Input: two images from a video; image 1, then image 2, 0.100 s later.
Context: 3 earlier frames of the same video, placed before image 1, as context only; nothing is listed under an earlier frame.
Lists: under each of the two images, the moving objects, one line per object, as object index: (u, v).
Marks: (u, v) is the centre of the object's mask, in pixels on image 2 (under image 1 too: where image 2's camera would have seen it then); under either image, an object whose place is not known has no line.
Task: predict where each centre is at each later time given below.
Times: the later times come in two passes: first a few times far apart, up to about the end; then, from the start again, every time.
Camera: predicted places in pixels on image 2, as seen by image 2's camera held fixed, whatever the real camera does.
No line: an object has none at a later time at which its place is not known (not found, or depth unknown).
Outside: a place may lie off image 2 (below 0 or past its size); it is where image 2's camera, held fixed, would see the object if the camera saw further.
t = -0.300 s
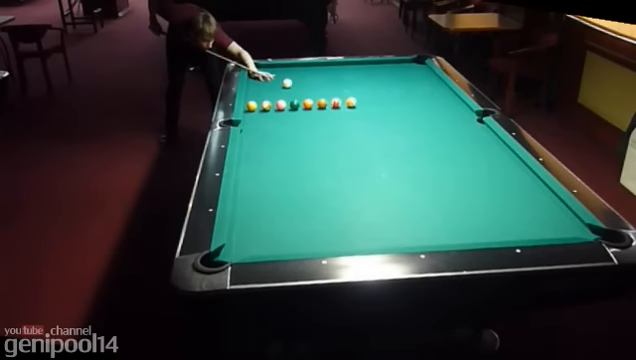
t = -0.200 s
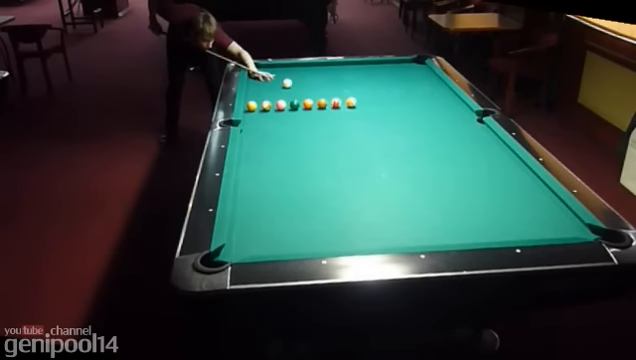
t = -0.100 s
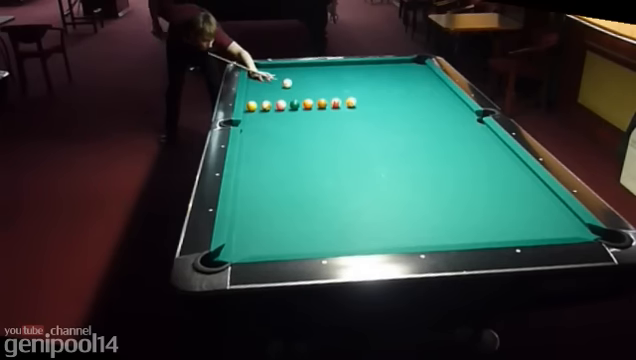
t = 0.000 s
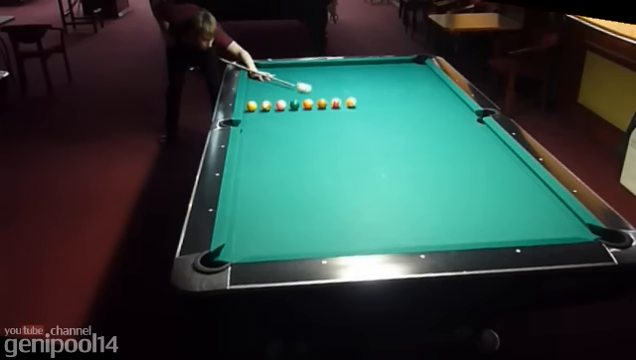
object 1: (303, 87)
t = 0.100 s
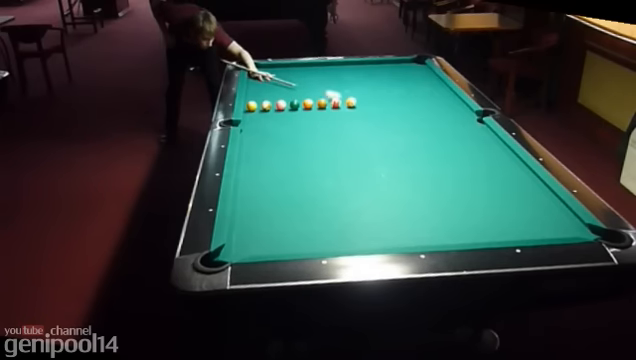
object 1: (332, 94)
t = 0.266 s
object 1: (358, 98)
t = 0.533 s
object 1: (380, 95)
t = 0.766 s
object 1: (398, 93)
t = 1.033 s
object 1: (418, 90)
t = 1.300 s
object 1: (436, 88)
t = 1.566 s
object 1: (438, 86)
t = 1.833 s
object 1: (427, 84)
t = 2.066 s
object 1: (418, 82)
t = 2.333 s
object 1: (409, 81)
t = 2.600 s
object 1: (401, 79)
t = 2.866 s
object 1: (394, 78)
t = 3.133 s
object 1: (388, 77)
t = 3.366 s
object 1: (384, 76)
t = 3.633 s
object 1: (379, 76)
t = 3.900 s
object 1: (375, 75)
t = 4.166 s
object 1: (372, 74)
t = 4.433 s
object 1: (370, 74)
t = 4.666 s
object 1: (369, 74)
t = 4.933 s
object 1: (368, 74)
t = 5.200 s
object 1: (368, 74)
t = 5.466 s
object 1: (368, 74)
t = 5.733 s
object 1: (368, 74)
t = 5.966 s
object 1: (368, 74)
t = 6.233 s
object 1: (368, 74)
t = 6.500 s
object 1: (368, 74)
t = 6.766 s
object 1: (368, 74)
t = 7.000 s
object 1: (368, 74)
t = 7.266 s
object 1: (368, 74)
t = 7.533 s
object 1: (368, 74)
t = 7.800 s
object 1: (368, 74)
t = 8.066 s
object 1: (368, 74)
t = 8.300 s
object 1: (368, 74)
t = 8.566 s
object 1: (368, 74)
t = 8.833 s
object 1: (368, 74)
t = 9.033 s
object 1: (368, 74)
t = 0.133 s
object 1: (342, 97)
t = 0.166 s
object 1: (347, 97)
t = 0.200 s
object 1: (351, 99)
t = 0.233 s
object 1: (355, 98)
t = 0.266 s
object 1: (358, 98)
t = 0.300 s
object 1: (361, 97)
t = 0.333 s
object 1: (363, 97)
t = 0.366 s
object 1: (366, 96)
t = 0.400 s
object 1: (369, 96)
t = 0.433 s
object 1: (372, 96)
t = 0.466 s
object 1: (374, 96)
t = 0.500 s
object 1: (377, 95)
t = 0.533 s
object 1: (380, 95)
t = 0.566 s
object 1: (383, 95)
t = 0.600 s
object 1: (385, 94)
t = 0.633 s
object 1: (388, 94)
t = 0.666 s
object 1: (390, 94)
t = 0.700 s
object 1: (393, 93)
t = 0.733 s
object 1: (396, 93)
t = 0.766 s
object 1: (398, 93)
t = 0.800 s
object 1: (401, 92)
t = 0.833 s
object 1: (404, 92)
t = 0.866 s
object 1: (406, 92)
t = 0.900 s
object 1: (408, 91)
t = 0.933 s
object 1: (411, 91)
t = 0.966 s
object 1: (413, 91)
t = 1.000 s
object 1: (416, 90)
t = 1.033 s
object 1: (418, 90)
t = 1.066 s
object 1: (420, 90)
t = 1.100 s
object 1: (423, 89)
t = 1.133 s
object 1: (425, 89)
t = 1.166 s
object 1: (427, 89)
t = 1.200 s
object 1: (429, 89)
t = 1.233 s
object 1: (432, 88)
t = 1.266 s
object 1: (434, 88)
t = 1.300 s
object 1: (436, 88)
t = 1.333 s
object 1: (438, 87)
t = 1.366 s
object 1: (441, 87)
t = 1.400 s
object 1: (442, 87)
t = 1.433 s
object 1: (444, 87)
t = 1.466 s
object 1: (443, 86)
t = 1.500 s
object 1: (441, 86)
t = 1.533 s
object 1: (440, 86)
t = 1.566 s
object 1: (438, 86)
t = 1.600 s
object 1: (437, 85)
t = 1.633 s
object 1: (436, 85)
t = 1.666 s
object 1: (434, 85)
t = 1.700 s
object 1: (433, 85)
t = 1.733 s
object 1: (431, 84)
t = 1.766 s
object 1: (430, 84)
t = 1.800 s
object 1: (428, 84)
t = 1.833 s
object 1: (427, 84)
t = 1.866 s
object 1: (426, 83)
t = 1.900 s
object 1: (425, 83)
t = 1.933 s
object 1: (423, 83)
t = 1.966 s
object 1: (422, 83)
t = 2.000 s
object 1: (421, 83)
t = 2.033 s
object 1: (420, 82)
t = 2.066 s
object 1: (418, 82)
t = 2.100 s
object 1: (417, 82)
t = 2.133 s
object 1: (416, 82)
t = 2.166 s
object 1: (415, 82)
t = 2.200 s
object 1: (414, 81)
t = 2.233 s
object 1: (412, 81)
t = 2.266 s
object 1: (411, 81)
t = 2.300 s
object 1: (410, 81)
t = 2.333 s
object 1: (409, 81)
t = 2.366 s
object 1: (408, 80)
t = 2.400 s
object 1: (407, 80)
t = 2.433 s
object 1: (406, 80)
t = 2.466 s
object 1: (405, 80)
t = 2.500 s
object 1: (404, 80)
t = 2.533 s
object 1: (403, 80)
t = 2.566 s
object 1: (402, 80)
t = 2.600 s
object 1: (401, 79)
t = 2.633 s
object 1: (400, 79)
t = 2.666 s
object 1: (399, 79)
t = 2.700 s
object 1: (398, 79)
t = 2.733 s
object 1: (398, 79)
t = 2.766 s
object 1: (397, 79)
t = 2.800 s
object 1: (396, 78)
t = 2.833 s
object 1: (395, 78)
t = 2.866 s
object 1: (394, 78)
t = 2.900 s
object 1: (393, 78)
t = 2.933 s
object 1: (392, 78)
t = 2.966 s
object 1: (392, 78)
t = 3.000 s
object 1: (391, 78)
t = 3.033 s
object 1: (390, 77)
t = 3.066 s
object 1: (389, 77)
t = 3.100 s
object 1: (389, 77)
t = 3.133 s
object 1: (388, 77)
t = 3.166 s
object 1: (388, 77)
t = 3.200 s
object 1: (387, 77)
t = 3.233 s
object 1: (386, 77)
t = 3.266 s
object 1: (385, 77)
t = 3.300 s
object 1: (385, 77)
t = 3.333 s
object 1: (384, 76)
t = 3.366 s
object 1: (384, 76)
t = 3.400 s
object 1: (383, 76)
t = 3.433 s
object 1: (382, 76)
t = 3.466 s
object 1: (382, 76)
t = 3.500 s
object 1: (381, 76)
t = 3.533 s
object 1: (381, 76)
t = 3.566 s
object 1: (380, 76)
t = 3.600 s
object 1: (380, 76)
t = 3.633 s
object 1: (379, 76)
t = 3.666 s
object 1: (378, 75)
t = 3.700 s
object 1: (378, 75)
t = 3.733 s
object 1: (377, 75)
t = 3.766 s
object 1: (377, 75)
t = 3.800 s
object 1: (376, 75)
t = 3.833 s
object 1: (376, 75)
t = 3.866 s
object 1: (376, 75)
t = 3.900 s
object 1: (375, 75)
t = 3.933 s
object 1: (375, 75)
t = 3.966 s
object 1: (374, 75)
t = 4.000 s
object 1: (374, 75)
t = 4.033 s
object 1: (374, 75)
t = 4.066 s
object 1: (373, 74)
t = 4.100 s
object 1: (373, 75)
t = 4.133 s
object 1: (373, 74)
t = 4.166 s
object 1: (372, 74)
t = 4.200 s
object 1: (372, 74)
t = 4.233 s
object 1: (371, 74)
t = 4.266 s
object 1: (371, 74)
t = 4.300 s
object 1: (371, 74)
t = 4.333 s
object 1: (371, 74)
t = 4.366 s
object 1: (370, 74)
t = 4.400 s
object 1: (370, 74)
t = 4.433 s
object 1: (370, 74)
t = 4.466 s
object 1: (370, 74)
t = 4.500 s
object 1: (369, 74)
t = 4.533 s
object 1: (369, 74)
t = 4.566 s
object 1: (369, 74)
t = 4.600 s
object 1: (369, 74)
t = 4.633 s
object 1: (369, 74)
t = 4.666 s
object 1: (369, 74)
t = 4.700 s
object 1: (368, 74)
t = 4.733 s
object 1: (368, 74)
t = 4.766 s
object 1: (368, 74)
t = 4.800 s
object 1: (368, 74)
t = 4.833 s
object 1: (368, 74)
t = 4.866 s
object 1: (368, 74)
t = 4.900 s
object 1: (368, 74)
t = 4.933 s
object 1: (368, 74)
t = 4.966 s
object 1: (368, 74)
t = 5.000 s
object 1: (368, 73)
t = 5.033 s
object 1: (368, 74)
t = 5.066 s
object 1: (368, 74)
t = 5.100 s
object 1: (368, 74)
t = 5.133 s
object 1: (368, 74)
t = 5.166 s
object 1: (368, 74)
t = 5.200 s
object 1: (368, 74)
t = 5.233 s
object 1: (368, 74)
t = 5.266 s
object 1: (368, 74)
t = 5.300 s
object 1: (368, 74)
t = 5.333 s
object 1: (368, 74)
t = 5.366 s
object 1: (368, 74)
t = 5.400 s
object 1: (368, 74)
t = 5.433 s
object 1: (368, 74)
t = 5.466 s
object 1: (368, 74)
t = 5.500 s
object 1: (368, 74)
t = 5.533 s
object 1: (368, 74)
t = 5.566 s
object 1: (368, 74)
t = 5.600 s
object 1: (368, 74)
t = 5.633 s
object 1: (368, 74)
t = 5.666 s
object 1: (368, 74)
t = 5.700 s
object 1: (368, 74)
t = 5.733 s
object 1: (368, 74)
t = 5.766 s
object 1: (368, 74)
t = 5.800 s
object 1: (368, 74)
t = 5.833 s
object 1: (368, 74)
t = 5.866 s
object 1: (368, 74)
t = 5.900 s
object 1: (368, 74)
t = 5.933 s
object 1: (368, 74)
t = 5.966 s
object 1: (368, 74)
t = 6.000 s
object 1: (368, 74)
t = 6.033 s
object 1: (368, 74)
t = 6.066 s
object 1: (368, 74)
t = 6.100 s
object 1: (368, 74)
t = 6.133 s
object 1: (368, 74)
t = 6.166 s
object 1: (368, 74)
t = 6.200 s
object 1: (368, 74)
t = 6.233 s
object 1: (368, 74)
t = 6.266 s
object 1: (368, 74)
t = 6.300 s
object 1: (368, 74)
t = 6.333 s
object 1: (368, 74)
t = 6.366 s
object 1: (368, 74)
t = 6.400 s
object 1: (368, 74)
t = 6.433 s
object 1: (368, 74)
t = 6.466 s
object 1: (368, 74)
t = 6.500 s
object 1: (368, 74)
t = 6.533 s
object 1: (368, 74)
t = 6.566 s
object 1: (368, 74)
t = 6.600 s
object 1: (368, 74)
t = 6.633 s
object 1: (368, 74)
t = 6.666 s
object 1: (368, 74)
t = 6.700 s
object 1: (368, 74)
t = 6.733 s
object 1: (368, 74)
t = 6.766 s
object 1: (368, 74)
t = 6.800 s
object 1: (368, 74)
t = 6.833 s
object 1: (368, 74)
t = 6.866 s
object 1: (368, 74)
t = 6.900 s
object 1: (368, 74)
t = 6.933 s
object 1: (368, 74)
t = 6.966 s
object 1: (368, 74)
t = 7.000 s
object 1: (368, 74)
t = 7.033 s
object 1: (368, 74)
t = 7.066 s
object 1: (368, 74)
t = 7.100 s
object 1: (368, 74)
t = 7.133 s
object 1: (368, 74)
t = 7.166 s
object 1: (368, 74)
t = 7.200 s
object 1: (368, 74)
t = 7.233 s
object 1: (368, 74)
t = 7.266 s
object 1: (368, 74)
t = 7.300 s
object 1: (368, 74)
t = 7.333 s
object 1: (368, 74)
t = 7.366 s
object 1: (368, 74)
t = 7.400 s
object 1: (368, 74)
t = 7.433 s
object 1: (368, 74)
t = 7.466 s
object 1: (368, 74)
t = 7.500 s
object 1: (368, 74)
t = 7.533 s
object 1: (368, 74)
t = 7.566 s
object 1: (368, 74)
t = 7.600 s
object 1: (368, 74)
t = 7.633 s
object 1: (368, 74)
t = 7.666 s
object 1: (368, 74)
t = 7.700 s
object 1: (368, 74)
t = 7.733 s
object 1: (368, 74)
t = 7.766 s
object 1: (368, 74)
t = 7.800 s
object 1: (368, 74)
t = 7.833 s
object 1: (368, 74)
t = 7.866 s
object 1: (368, 74)
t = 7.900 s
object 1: (368, 74)
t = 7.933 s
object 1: (368, 74)
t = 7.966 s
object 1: (368, 74)
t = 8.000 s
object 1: (368, 74)
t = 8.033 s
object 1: (368, 74)
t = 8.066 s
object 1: (368, 74)
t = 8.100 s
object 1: (368, 74)
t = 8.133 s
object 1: (368, 74)
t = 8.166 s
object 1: (368, 74)
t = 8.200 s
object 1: (368, 74)
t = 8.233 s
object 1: (368, 74)
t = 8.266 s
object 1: (368, 74)
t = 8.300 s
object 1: (368, 74)
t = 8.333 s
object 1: (368, 74)
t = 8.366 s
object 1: (368, 74)
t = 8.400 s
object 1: (368, 74)
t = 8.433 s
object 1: (368, 74)
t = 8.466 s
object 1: (368, 74)
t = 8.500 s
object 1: (368, 74)
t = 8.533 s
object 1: (368, 74)
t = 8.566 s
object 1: (368, 74)
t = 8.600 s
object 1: (368, 74)
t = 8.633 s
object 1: (368, 74)
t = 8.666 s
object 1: (368, 74)
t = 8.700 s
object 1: (368, 74)
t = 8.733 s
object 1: (368, 74)
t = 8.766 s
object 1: (368, 74)
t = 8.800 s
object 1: (368, 74)
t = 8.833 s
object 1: (368, 74)
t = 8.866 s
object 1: (368, 74)
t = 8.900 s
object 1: (368, 74)
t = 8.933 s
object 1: (368, 74)
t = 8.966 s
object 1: (368, 74)
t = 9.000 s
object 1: (368, 74)
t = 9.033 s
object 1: (368, 74)
